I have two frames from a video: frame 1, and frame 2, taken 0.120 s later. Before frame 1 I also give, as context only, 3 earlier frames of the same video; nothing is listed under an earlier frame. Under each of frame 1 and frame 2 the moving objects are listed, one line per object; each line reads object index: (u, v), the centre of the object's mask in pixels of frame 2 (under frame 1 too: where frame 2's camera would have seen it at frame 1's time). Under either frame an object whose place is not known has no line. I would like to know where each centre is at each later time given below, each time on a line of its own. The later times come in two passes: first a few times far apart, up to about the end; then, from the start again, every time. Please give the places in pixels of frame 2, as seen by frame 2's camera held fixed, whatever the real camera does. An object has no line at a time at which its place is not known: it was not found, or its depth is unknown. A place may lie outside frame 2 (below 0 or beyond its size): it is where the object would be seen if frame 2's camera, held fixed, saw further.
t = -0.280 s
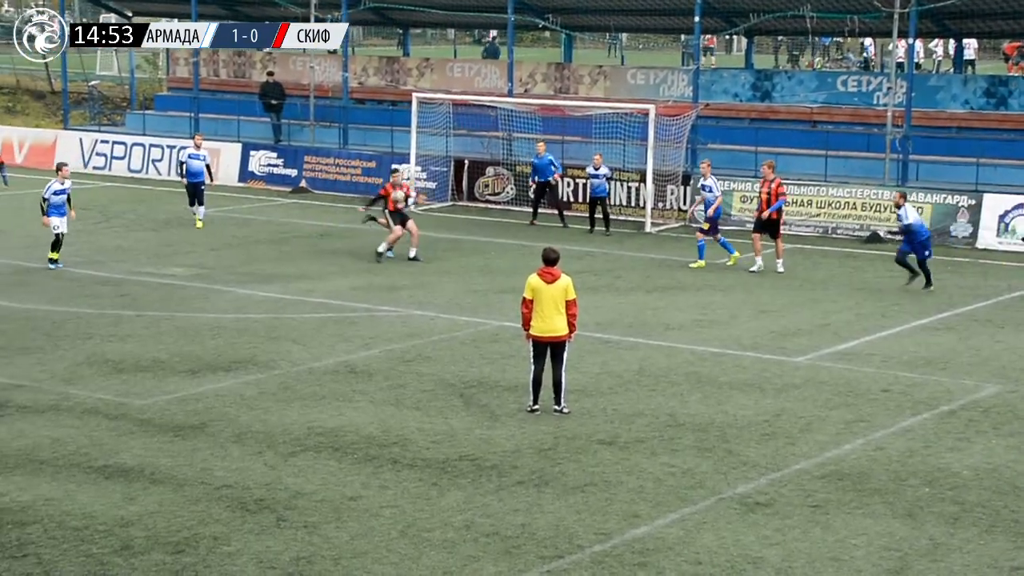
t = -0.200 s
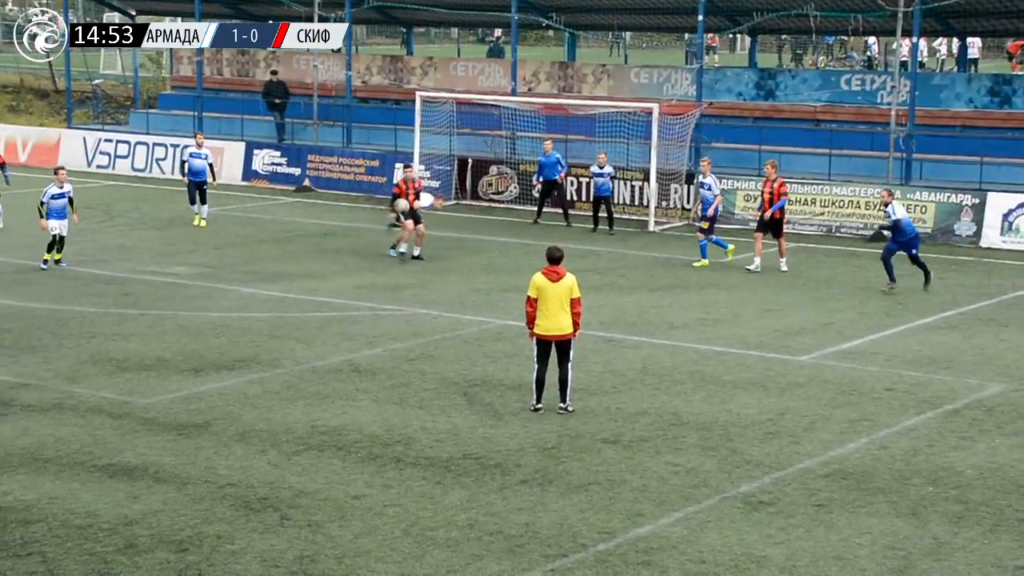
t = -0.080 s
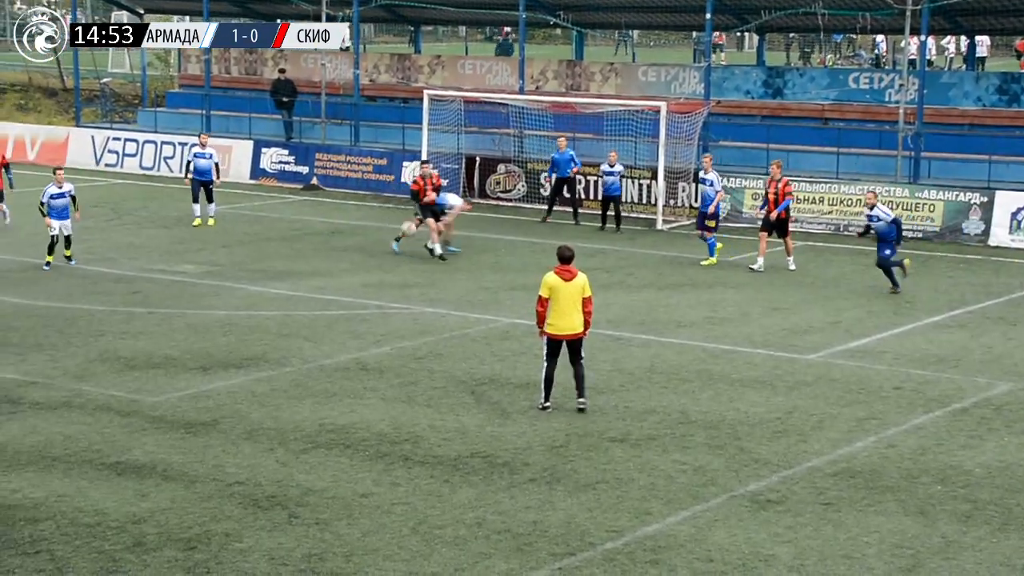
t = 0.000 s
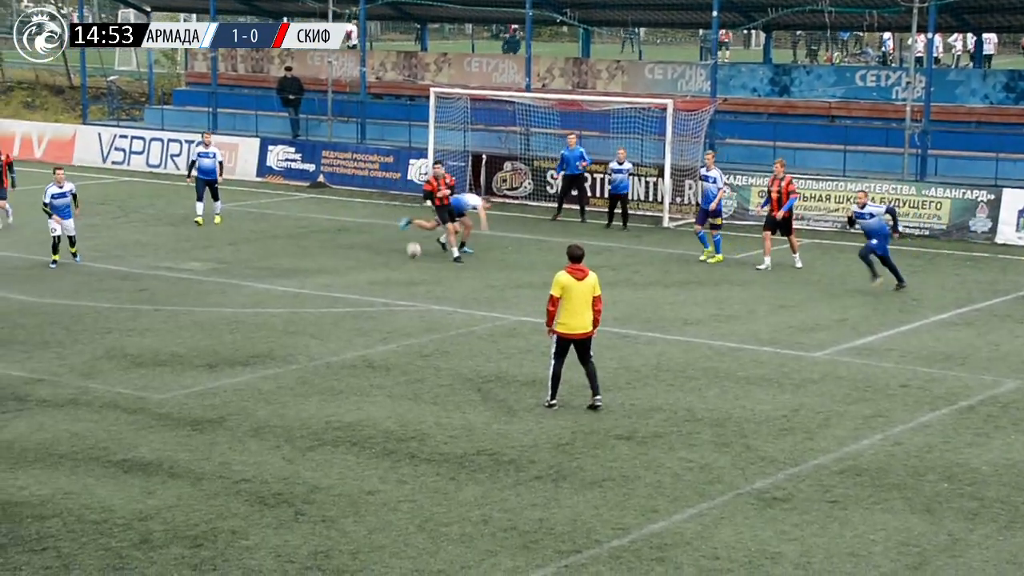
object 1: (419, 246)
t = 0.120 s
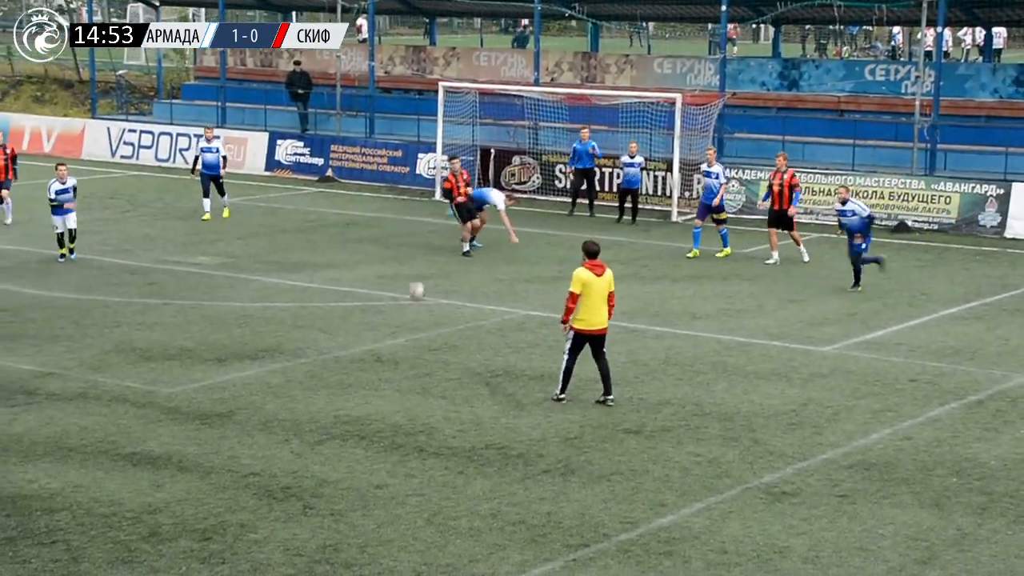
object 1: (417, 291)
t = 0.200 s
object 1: (413, 330)
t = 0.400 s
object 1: (413, 295)
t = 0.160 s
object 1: (415, 309)
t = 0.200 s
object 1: (413, 330)
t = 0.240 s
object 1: (412, 320)
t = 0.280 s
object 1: (413, 312)
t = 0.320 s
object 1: (412, 305)
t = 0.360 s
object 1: (413, 299)
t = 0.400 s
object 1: (413, 295)
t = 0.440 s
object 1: (413, 292)
